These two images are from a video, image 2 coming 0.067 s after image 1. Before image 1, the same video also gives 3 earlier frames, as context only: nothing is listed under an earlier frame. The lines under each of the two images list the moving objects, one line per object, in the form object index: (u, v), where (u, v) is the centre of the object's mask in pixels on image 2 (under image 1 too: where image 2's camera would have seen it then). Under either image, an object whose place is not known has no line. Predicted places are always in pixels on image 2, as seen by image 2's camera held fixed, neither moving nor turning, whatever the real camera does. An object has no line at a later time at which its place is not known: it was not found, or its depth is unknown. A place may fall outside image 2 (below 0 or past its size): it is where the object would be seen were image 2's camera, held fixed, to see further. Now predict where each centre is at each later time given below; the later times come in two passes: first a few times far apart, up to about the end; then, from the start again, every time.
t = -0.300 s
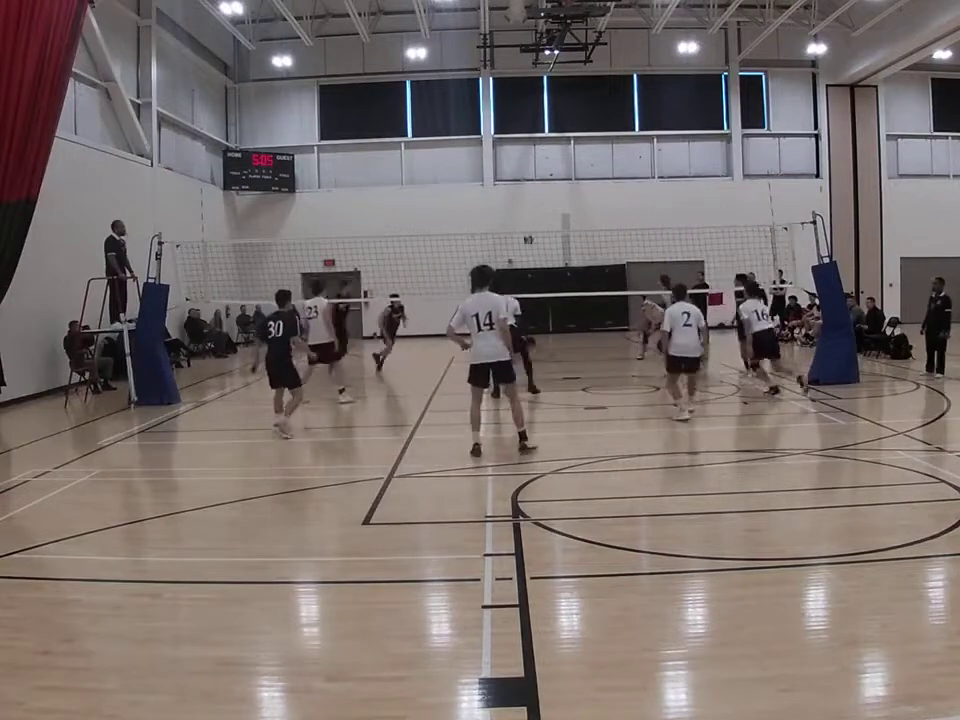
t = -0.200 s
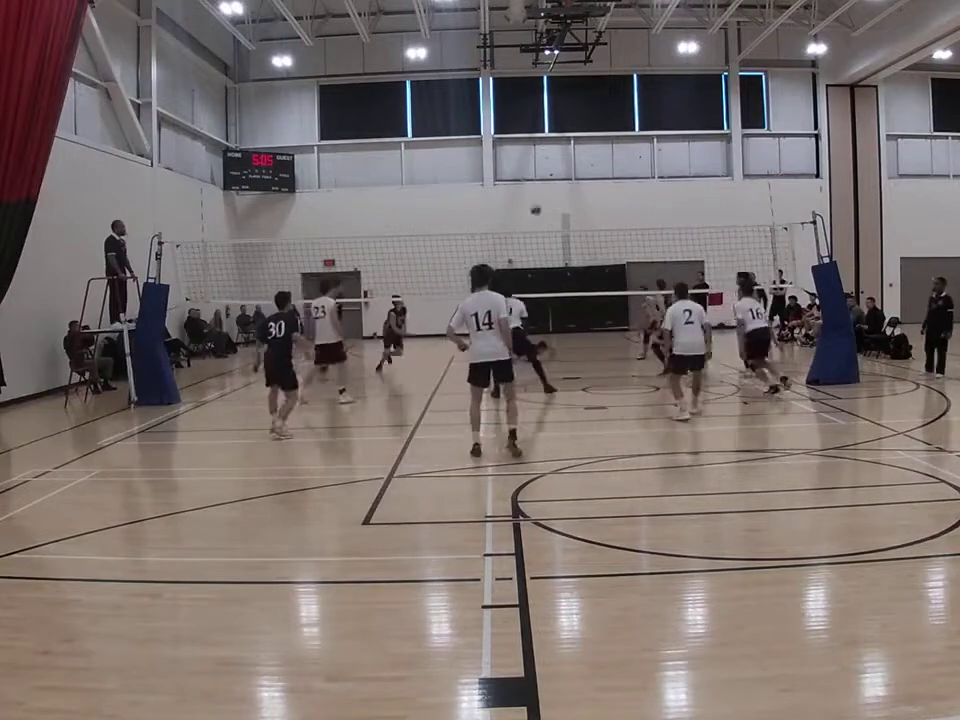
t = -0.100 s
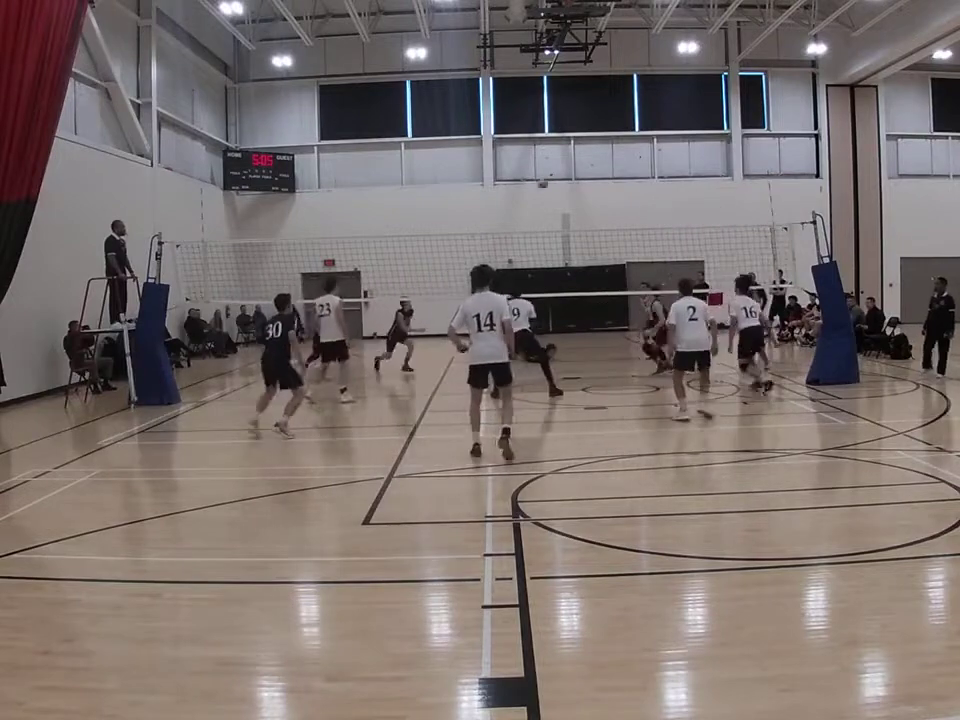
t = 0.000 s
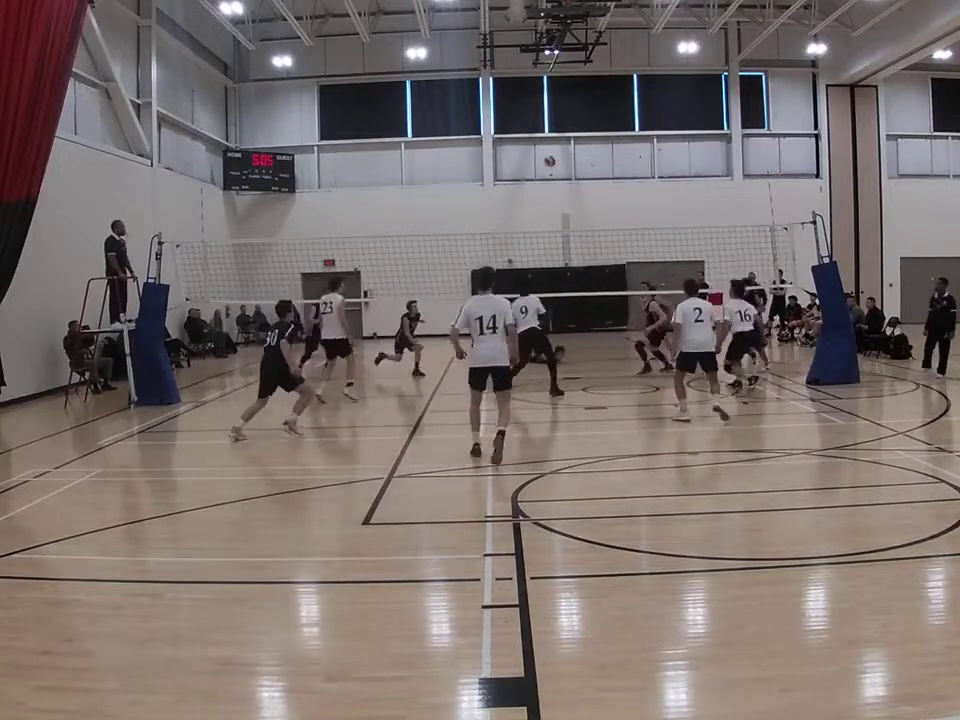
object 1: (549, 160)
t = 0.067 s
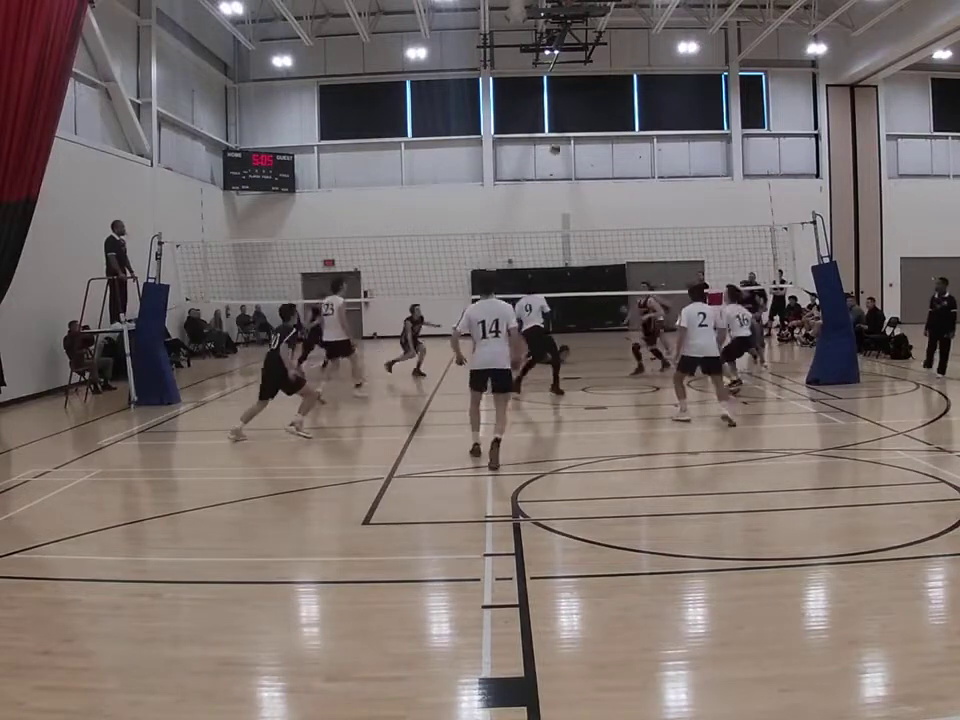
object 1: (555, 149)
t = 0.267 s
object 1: (569, 121)
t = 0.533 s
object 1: (593, 117)
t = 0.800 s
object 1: (621, 158)
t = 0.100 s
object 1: (557, 144)
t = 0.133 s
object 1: (559, 137)
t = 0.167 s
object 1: (562, 131)
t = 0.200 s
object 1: (565, 129)
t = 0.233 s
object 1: (568, 123)
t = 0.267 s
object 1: (569, 121)
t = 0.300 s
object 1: (573, 119)
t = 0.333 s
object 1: (576, 117)
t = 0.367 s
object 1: (579, 116)
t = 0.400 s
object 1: (580, 115)
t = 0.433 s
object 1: (583, 115)
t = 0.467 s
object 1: (587, 115)
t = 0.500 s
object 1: (590, 117)
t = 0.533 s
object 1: (593, 117)
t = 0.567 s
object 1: (595, 120)
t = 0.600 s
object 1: (599, 123)
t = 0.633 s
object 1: (603, 128)
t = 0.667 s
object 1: (606, 131)
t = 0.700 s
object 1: (610, 138)
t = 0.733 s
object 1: (614, 144)
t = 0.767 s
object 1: (618, 149)
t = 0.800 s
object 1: (621, 158)
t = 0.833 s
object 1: (626, 167)
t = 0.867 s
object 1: (629, 175)
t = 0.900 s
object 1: (633, 186)
